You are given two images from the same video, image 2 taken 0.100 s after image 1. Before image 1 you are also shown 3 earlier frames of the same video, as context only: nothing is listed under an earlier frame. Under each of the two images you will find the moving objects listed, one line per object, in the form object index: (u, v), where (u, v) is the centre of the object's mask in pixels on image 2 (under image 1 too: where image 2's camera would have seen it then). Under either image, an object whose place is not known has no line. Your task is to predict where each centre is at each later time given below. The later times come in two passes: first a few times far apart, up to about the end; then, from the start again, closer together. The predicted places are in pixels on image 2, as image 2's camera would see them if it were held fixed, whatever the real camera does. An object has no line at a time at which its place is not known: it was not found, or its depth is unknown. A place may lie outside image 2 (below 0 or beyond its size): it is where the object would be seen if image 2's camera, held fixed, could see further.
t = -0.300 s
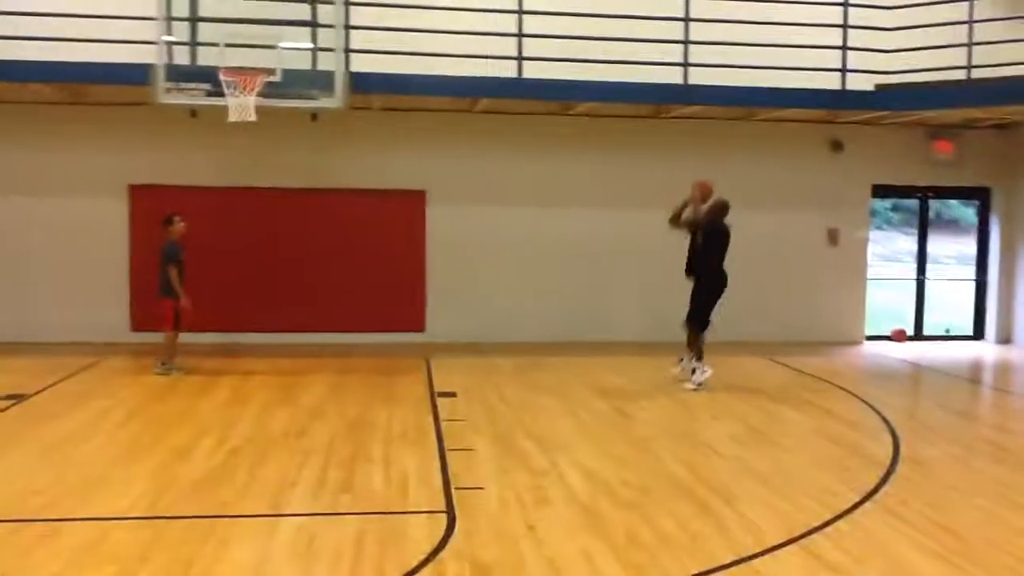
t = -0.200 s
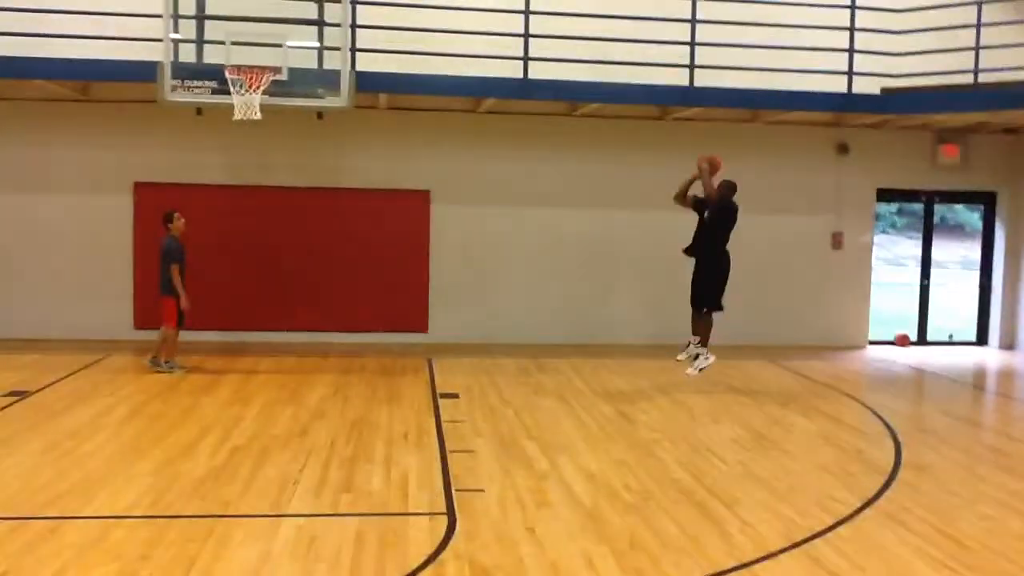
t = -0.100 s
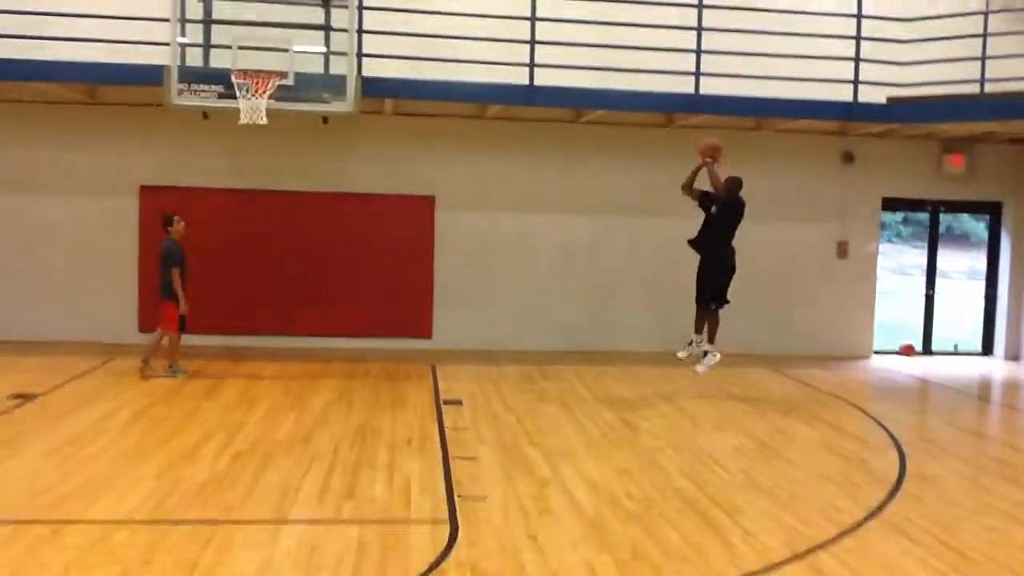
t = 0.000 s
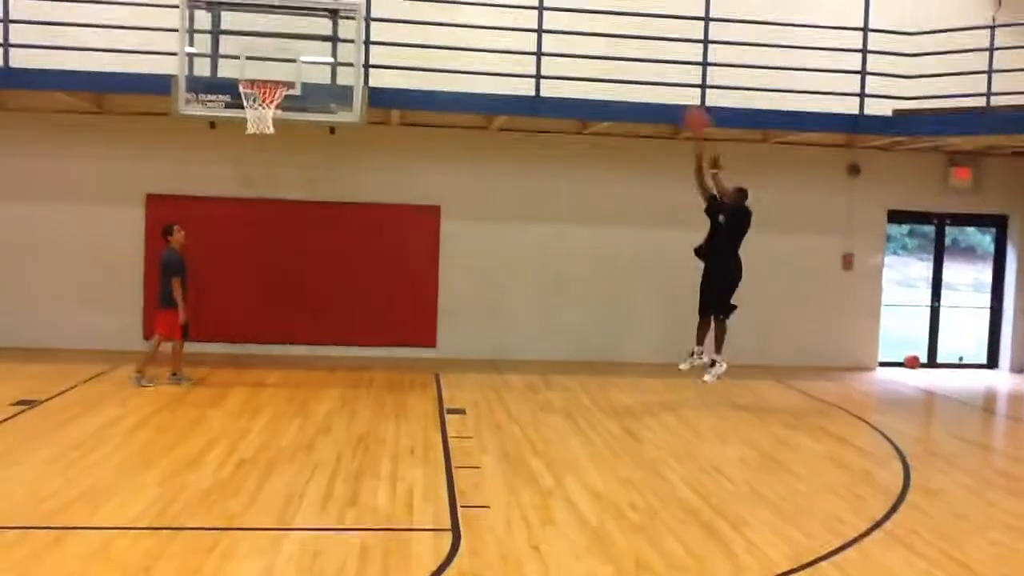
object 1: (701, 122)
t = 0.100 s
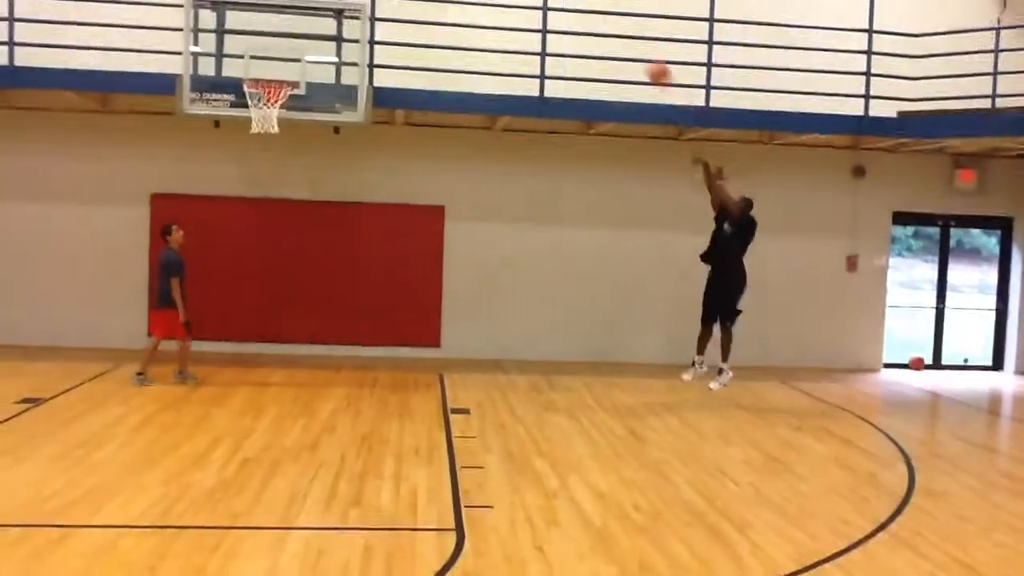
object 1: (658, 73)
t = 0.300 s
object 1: (572, 5)
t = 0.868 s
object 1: (324, 21)
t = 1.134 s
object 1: (259, 77)
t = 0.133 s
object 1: (645, 60)
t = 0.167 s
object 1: (630, 46)
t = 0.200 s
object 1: (617, 35)
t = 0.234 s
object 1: (601, 23)
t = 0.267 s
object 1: (588, 15)
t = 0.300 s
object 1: (572, 5)
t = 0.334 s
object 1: (559, 0)
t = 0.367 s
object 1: (544, -3)
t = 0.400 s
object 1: (530, -7)
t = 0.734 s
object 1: (380, -3)
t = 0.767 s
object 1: (368, -3)
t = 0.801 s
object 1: (350, 4)
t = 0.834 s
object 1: (337, 11)
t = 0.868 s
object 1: (324, 21)
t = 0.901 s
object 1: (305, 34)
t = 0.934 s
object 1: (290, 45)
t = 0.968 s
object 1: (277, 58)
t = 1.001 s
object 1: (258, 75)
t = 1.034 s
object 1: (262, 80)
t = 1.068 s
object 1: (278, 77)
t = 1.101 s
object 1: (273, 86)
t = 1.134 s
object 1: (259, 77)
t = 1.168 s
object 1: (252, 69)
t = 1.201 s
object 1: (250, 61)
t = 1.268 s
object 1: (248, 49)
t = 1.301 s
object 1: (246, 45)
